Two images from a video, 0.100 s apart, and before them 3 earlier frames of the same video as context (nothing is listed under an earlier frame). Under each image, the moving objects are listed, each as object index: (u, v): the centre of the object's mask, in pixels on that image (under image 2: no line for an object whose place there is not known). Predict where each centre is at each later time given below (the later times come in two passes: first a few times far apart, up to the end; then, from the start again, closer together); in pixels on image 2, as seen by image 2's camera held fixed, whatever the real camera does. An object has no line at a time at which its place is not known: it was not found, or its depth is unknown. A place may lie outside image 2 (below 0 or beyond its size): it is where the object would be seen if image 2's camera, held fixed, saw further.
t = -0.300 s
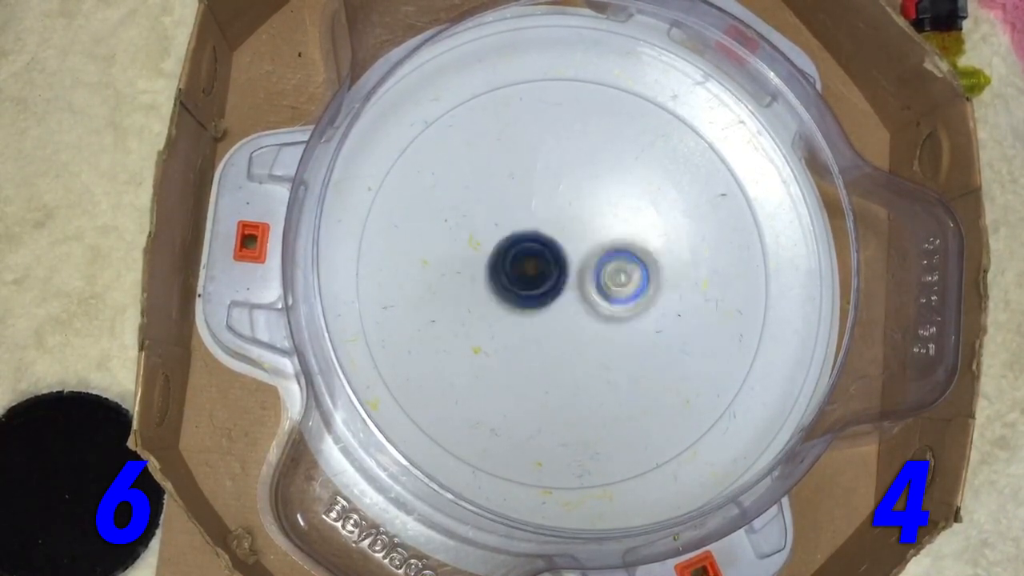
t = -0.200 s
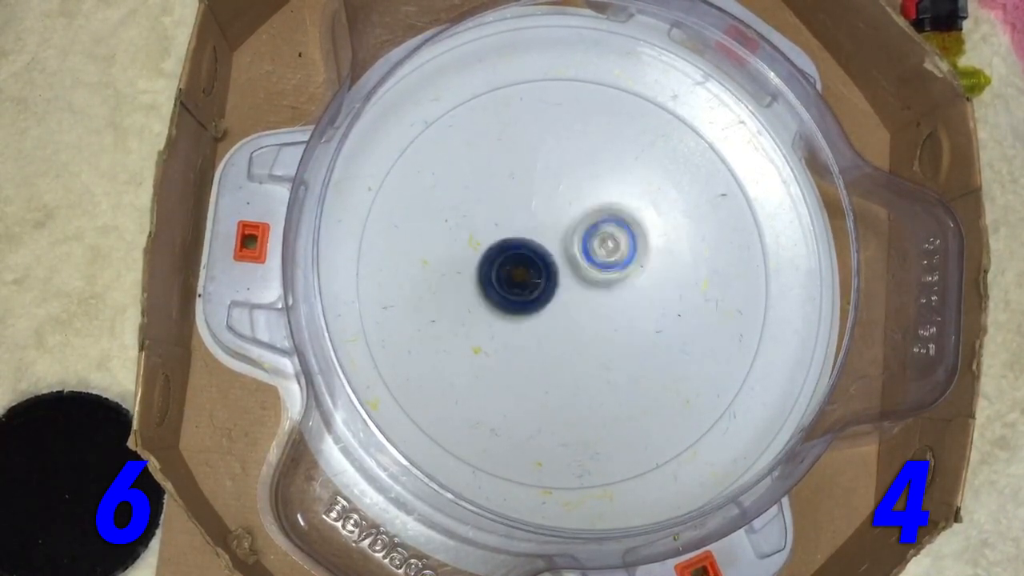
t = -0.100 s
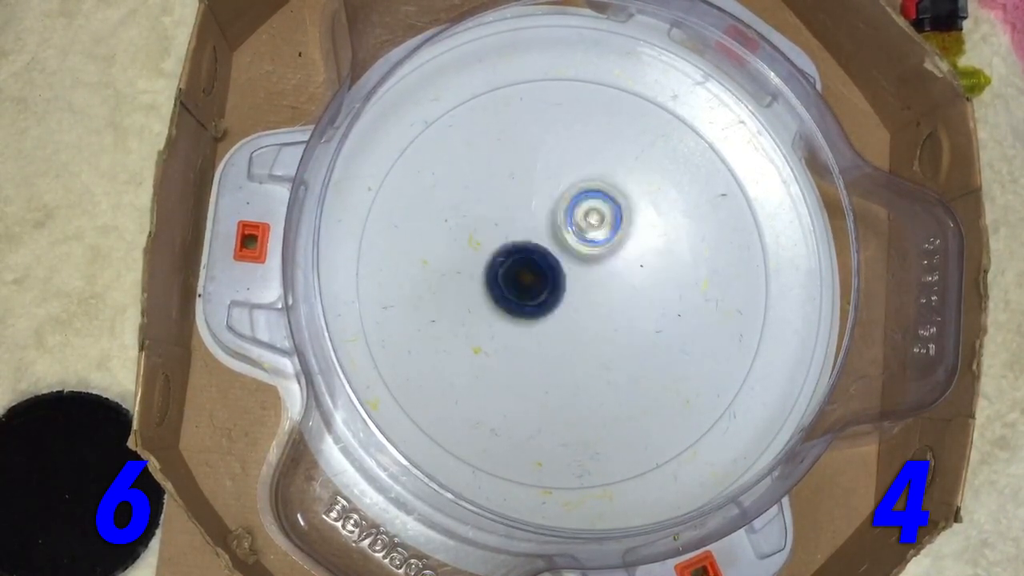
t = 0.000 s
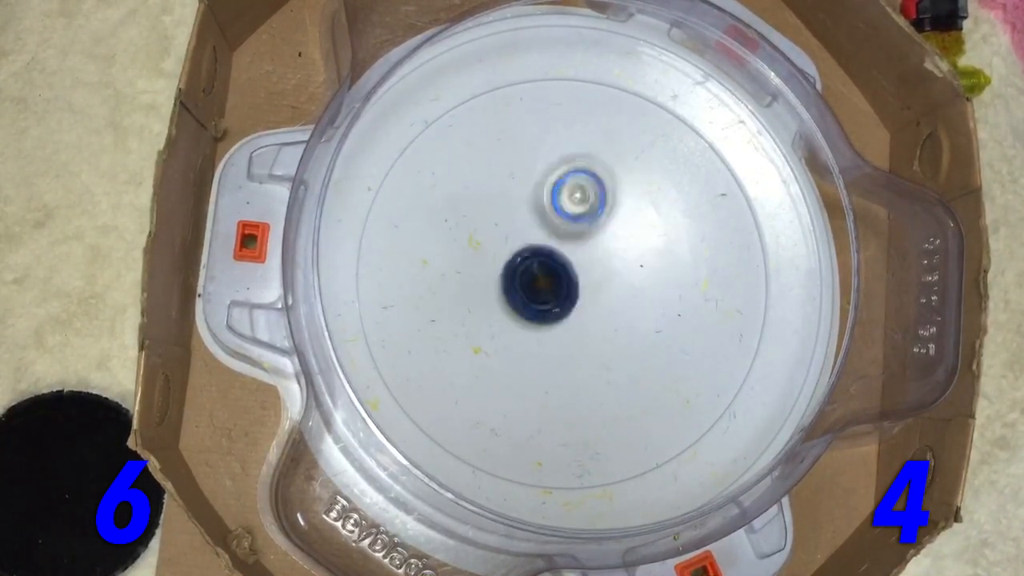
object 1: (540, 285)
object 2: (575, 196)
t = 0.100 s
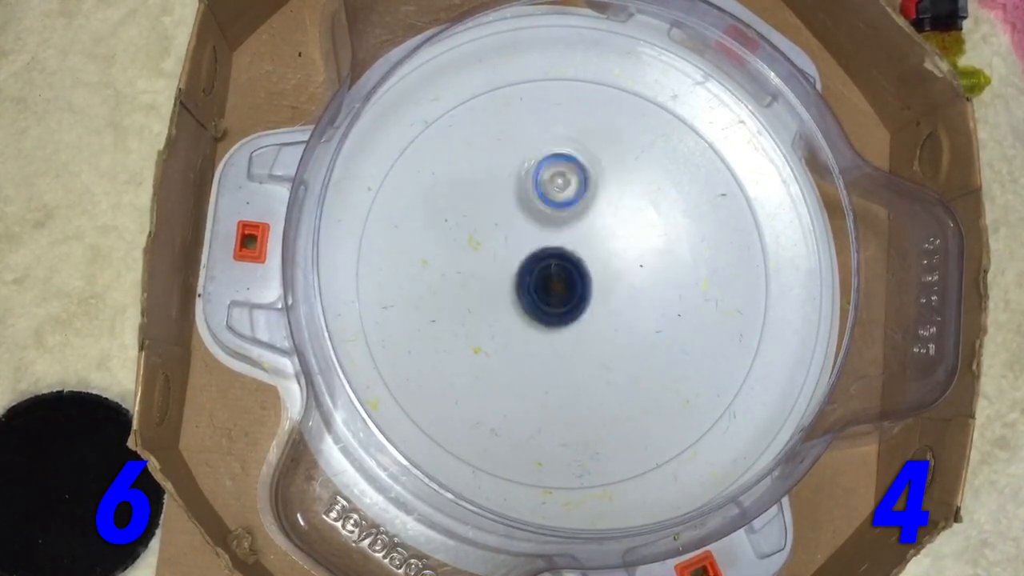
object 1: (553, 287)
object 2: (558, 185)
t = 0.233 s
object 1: (571, 276)
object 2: (540, 182)
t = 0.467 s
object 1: (612, 273)
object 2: (516, 222)
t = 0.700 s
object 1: (617, 286)
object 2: (508, 280)
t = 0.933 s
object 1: (596, 294)
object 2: (507, 323)
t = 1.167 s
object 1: (592, 274)
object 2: (503, 321)
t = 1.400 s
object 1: (631, 206)
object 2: (511, 324)
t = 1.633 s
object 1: (648, 190)
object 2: (547, 305)
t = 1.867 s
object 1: (659, 213)
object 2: (554, 326)
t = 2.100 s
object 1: (617, 248)
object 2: (513, 336)
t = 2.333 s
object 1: (607, 195)
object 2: (485, 344)
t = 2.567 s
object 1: (614, 156)
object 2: (512, 310)
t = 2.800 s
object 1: (597, 202)
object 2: (548, 272)
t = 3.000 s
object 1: (632, 201)
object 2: (492, 359)
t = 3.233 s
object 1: (583, 241)
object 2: (515, 338)
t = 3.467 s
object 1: (535, 224)
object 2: (570, 321)
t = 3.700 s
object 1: (520, 222)
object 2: (587, 277)
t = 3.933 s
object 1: (523, 224)
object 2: (598, 280)
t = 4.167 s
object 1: (535, 240)
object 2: (602, 304)
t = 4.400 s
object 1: (530, 249)
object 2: (596, 296)
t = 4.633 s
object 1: (529, 259)
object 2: (599, 265)
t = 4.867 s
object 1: (529, 270)
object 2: (597, 272)
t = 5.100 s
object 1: (532, 264)
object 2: (598, 281)
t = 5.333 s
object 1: (541, 257)
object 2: (601, 282)
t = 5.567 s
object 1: (543, 251)
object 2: (600, 284)
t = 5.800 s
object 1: (547, 250)
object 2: (601, 284)
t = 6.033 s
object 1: (547, 250)
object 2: (601, 284)
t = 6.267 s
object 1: (547, 250)
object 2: (601, 284)
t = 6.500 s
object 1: (547, 250)
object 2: (601, 284)
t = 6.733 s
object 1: (547, 250)
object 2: (601, 284)
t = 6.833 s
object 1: (547, 250)
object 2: (601, 284)
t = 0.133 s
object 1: (558, 283)
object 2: (553, 181)
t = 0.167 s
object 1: (560, 280)
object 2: (548, 180)
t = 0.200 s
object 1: (564, 280)
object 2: (542, 181)
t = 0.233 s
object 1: (571, 276)
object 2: (540, 182)
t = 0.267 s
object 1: (574, 271)
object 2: (537, 185)
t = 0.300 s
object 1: (577, 270)
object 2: (535, 193)
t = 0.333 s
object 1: (584, 269)
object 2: (532, 200)
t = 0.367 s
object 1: (592, 268)
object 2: (529, 204)
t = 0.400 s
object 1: (597, 270)
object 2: (523, 210)
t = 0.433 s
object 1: (605, 273)
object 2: (520, 216)
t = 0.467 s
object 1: (612, 273)
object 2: (516, 222)
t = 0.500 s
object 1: (614, 274)
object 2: (512, 230)
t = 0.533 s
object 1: (617, 278)
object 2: (510, 238)
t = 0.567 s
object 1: (621, 280)
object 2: (509, 246)
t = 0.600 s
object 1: (621, 280)
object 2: (508, 255)
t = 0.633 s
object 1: (620, 284)
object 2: (508, 265)
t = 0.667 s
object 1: (620, 287)
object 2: (508, 272)
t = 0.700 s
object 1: (617, 286)
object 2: (508, 280)
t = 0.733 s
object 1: (612, 289)
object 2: (510, 289)
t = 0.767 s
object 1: (610, 291)
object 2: (512, 297)
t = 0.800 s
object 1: (606, 290)
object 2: (515, 305)
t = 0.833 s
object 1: (601, 292)
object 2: (517, 311)
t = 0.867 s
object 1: (602, 296)
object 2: (513, 318)
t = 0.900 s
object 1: (601, 294)
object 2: (510, 321)
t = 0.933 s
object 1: (596, 294)
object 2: (507, 323)
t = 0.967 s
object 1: (592, 295)
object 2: (507, 326)
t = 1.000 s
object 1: (590, 292)
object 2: (507, 326)
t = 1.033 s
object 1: (587, 289)
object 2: (504, 328)
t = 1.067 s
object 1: (591, 286)
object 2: (501, 328)
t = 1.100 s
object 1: (594, 279)
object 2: (500, 326)
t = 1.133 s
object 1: (591, 276)
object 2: (500, 324)
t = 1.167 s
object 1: (592, 274)
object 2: (503, 321)
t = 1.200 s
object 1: (591, 268)
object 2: (507, 316)
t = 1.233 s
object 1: (588, 265)
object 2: (514, 311)
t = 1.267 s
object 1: (593, 260)
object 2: (518, 309)
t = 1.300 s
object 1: (605, 242)
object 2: (516, 315)
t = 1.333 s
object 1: (614, 230)
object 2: (513, 319)
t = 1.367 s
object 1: (625, 218)
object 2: (511, 322)
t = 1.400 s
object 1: (631, 206)
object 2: (511, 324)
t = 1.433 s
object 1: (637, 199)
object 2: (512, 324)
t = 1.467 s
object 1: (644, 191)
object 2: (515, 323)
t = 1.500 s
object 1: (646, 184)
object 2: (518, 320)
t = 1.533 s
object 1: (650, 184)
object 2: (525, 317)
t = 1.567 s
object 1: (652, 181)
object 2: (531, 312)
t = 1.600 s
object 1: (649, 184)
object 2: (538, 307)
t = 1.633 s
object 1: (648, 190)
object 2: (547, 305)
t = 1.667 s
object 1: (643, 192)
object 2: (556, 302)
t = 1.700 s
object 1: (636, 202)
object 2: (566, 296)
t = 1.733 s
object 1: (635, 210)
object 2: (574, 292)
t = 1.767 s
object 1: (628, 217)
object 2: (582, 289)
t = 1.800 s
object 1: (637, 218)
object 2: (577, 302)
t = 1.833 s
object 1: (650, 211)
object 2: (566, 315)
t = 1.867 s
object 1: (659, 213)
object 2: (554, 326)
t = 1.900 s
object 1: (662, 212)
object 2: (545, 334)
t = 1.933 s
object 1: (662, 220)
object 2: (538, 341)
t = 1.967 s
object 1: (658, 222)
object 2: (532, 344)
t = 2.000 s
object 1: (649, 232)
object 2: (526, 345)
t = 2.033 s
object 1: (641, 235)
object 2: (521, 344)
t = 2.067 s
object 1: (629, 243)
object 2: (517, 342)
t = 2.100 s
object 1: (617, 248)
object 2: (513, 336)
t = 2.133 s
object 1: (601, 255)
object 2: (513, 330)
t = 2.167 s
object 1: (589, 258)
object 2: (514, 323)
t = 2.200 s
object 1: (574, 263)
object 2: (518, 316)
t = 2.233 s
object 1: (583, 248)
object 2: (508, 323)
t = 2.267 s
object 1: (591, 228)
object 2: (497, 335)
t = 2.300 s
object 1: (602, 207)
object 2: (490, 342)
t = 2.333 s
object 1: (607, 195)
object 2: (485, 344)
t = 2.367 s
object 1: (614, 178)
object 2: (483, 343)
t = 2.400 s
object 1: (616, 172)
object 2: (484, 341)
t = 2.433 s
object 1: (617, 163)
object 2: (486, 336)
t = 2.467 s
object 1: (618, 161)
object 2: (491, 331)
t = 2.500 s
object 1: (615, 155)
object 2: (497, 325)
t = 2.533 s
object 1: (618, 156)
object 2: (505, 318)
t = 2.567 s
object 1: (614, 156)
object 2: (512, 310)
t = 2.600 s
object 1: (615, 160)
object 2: (521, 302)
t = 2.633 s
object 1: (608, 164)
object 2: (526, 295)
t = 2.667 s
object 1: (609, 168)
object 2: (534, 287)
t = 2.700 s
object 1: (603, 178)
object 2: (538, 280)
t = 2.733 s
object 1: (601, 184)
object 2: (544, 274)
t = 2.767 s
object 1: (598, 197)
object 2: (546, 267)
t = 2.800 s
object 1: (597, 202)
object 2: (548, 272)
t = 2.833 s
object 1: (615, 193)
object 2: (528, 291)
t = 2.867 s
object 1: (622, 184)
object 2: (515, 311)
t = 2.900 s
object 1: (633, 180)
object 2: (505, 328)
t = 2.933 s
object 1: (636, 187)
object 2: (499, 341)
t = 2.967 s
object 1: (634, 192)
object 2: (495, 352)
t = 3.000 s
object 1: (632, 201)
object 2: (492, 359)
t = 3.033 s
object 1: (622, 209)
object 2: (491, 363)
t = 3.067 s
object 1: (617, 212)
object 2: (492, 362)
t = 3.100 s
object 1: (611, 221)
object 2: (495, 362)
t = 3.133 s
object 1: (603, 225)
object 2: (498, 359)
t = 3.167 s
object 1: (598, 230)
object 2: (502, 351)
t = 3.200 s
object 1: (590, 237)
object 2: (509, 346)
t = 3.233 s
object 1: (583, 241)
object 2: (515, 338)
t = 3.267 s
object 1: (575, 247)
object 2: (522, 329)
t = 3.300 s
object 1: (565, 250)
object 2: (534, 320)
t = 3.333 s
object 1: (559, 246)
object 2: (542, 317)
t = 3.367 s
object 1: (553, 239)
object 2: (549, 321)
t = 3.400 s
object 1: (546, 229)
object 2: (557, 323)
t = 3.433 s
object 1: (542, 224)
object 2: (563, 323)
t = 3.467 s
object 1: (535, 224)
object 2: (570, 321)
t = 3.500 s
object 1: (531, 222)
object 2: (574, 318)
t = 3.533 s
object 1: (528, 223)
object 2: (580, 311)
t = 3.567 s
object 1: (521, 224)
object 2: (582, 303)
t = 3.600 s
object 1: (517, 221)
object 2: (585, 297)
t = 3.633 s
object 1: (520, 221)
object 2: (587, 288)
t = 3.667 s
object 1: (519, 223)
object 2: (586, 283)
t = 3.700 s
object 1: (520, 222)
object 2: (587, 277)
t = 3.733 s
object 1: (522, 225)
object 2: (588, 273)
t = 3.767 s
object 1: (521, 229)
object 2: (587, 270)
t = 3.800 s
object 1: (521, 225)
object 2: (589, 271)
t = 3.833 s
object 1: (525, 225)
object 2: (592, 270)
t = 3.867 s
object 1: (525, 229)
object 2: (591, 266)
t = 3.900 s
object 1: (520, 226)
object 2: (594, 273)
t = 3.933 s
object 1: (523, 224)
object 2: (598, 280)
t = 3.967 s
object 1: (526, 225)
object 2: (600, 284)
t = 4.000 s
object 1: (527, 226)
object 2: (600, 288)
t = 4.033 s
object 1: (531, 226)
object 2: (600, 292)
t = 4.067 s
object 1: (537, 230)
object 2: (601, 294)
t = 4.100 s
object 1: (538, 239)
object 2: (602, 296)
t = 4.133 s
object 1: (536, 243)
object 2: (603, 299)
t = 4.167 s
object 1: (535, 240)
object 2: (602, 304)
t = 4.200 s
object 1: (536, 241)
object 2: (602, 306)
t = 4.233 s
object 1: (536, 242)
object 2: (601, 306)
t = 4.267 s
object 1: (534, 243)
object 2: (601, 305)
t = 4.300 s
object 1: (533, 243)
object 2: (601, 304)
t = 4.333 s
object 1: (533, 245)
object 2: (600, 302)
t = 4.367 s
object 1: (532, 248)
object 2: (598, 299)
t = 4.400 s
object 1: (530, 249)
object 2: (596, 296)
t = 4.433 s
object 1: (530, 249)
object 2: (595, 292)
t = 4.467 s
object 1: (530, 250)
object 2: (595, 287)
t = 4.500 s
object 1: (529, 252)
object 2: (594, 281)
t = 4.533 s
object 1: (527, 254)
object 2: (594, 274)
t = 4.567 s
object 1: (527, 254)
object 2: (595, 270)
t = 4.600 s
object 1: (529, 255)
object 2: (598, 267)
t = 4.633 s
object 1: (529, 259)
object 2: (599, 265)
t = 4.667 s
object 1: (527, 261)
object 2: (603, 261)
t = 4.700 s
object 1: (527, 260)
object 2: (603, 260)
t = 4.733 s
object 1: (530, 260)
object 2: (604, 260)
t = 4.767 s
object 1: (533, 264)
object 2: (604, 261)
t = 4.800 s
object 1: (533, 269)
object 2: (602, 263)
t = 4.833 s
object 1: (530, 270)
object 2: (599, 268)
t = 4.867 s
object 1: (529, 270)
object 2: (597, 272)
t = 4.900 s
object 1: (529, 270)
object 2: (596, 276)
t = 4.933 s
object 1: (529, 271)
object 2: (596, 280)
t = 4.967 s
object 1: (529, 272)
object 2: (596, 283)
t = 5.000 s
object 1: (529, 271)
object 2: (596, 283)
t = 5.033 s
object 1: (530, 270)
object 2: (596, 281)
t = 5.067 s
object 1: (532, 268)
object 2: (598, 280)
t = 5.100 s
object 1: (532, 264)
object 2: (598, 281)
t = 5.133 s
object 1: (531, 261)
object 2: (598, 281)
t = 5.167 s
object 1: (530, 258)
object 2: (597, 281)
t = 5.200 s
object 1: (532, 255)
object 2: (597, 280)
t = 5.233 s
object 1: (535, 254)
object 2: (598, 281)
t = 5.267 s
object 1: (538, 254)
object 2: (599, 282)
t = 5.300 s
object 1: (540, 256)
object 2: (600, 282)
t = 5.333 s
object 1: (541, 257)
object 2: (601, 282)
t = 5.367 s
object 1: (543, 259)
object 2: (601, 283)
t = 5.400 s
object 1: (542, 262)
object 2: (601, 282)
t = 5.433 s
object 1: (540, 261)
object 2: (601, 283)
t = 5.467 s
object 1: (541, 257)
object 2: (601, 284)
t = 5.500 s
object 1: (542, 254)
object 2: (600, 284)
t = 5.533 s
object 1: (543, 252)
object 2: (600, 284)
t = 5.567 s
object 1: (543, 251)
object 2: (600, 284)
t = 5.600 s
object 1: (544, 250)
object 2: (600, 284)
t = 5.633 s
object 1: (545, 250)
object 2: (600, 284)
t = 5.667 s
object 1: (546, 250)
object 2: (601, 284)
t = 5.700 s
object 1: (547, 250)
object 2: (601, 284)
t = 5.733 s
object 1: (547, 250)
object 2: (601, 284)
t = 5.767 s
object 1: (547, 250)
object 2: (601, 284)
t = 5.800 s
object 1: (547, 250)
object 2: (601, 284)
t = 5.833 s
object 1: (547, 250)
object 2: (601, 284)
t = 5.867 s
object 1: (547, 250)
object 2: (601, 284)
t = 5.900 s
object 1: (547, 250)
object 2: (601, 284)
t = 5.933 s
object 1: (547, 250)
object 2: (601, 284)
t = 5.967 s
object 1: (547, 250)
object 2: (601, 284)
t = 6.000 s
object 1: (547, 250)
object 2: (601, 284)
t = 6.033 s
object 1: (547, 250)
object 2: (601, 284)
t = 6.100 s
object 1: (547, 251)
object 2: (601, 284)
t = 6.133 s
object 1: (547, 250)
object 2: (601, 284)
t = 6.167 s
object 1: (547, 250)
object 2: (601, 284)
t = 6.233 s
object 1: (547, 250)
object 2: (601, 284)
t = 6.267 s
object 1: (547, 250)
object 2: (601, 284)
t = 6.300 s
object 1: (547, 250)
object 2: (601, 284)
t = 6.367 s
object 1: (547, 250)
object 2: (601, 284)
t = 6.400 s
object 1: (547, 250)
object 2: (601, 284)
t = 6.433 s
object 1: (547, 250)
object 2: (601, 284)
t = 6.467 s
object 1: (547, 250)
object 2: (601, 284)
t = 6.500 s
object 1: (547, 250)
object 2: (601, 284)
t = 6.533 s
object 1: (547, 250)
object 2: (601, 284)
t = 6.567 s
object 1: (547, 250)
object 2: (601, 284)
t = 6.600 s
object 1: (547, 250)
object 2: (601, 284)
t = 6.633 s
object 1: (547, 250)
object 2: (601, 284)
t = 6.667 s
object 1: (547, 250)
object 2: (601, 284)
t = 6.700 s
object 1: (547, 250)
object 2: (601, 284)
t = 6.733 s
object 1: (547, 250)
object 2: (601, 284)
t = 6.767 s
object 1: (547, 250)
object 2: (601, 284)
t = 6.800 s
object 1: (547, 250)
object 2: (601, 284)
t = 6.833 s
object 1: (547, 250)
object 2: (601, 284)
